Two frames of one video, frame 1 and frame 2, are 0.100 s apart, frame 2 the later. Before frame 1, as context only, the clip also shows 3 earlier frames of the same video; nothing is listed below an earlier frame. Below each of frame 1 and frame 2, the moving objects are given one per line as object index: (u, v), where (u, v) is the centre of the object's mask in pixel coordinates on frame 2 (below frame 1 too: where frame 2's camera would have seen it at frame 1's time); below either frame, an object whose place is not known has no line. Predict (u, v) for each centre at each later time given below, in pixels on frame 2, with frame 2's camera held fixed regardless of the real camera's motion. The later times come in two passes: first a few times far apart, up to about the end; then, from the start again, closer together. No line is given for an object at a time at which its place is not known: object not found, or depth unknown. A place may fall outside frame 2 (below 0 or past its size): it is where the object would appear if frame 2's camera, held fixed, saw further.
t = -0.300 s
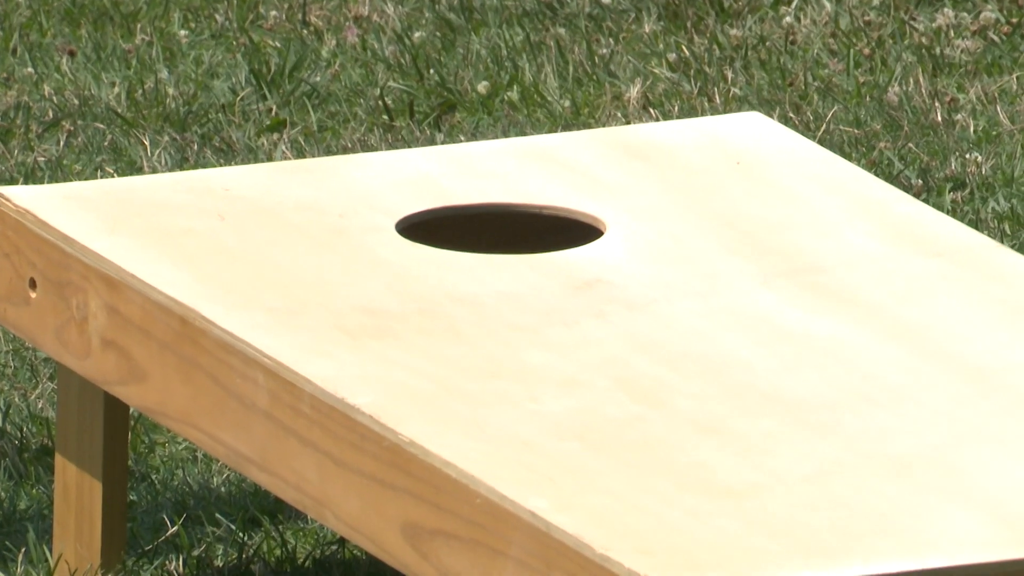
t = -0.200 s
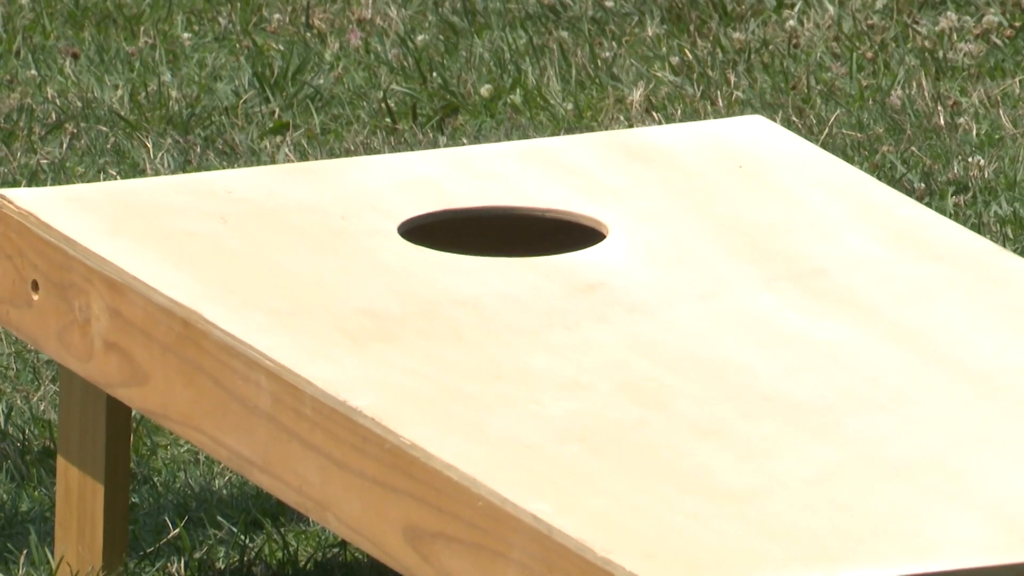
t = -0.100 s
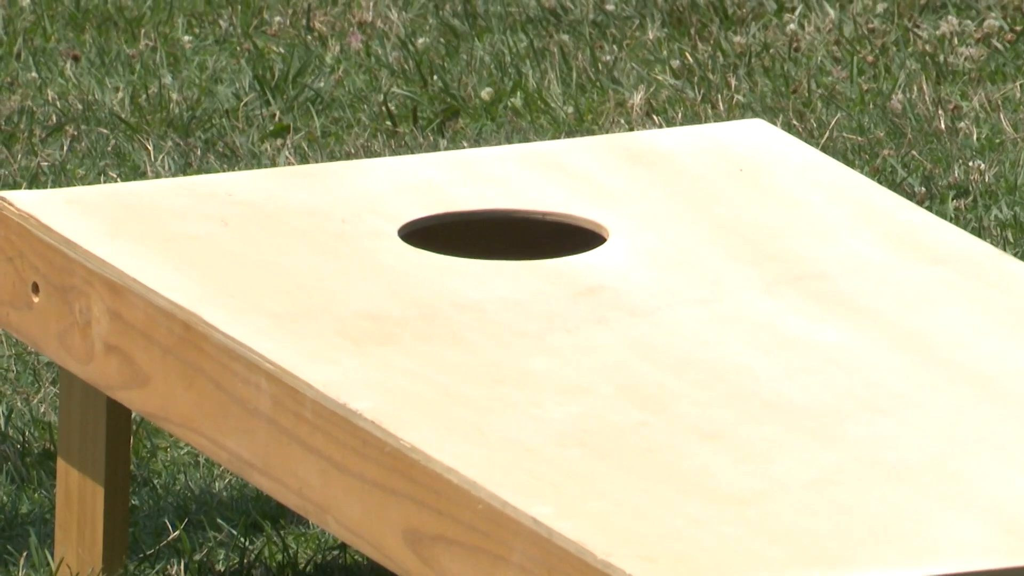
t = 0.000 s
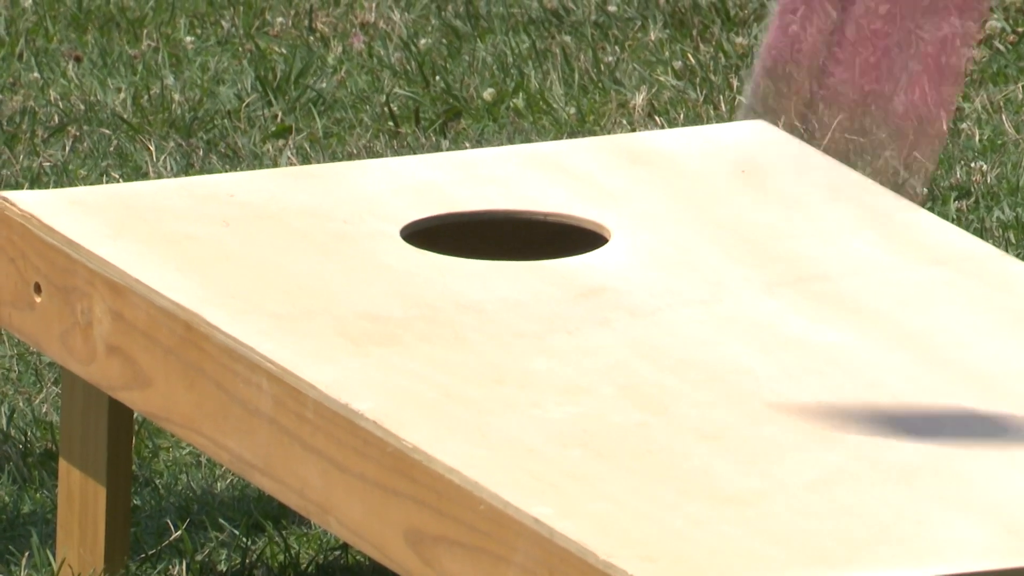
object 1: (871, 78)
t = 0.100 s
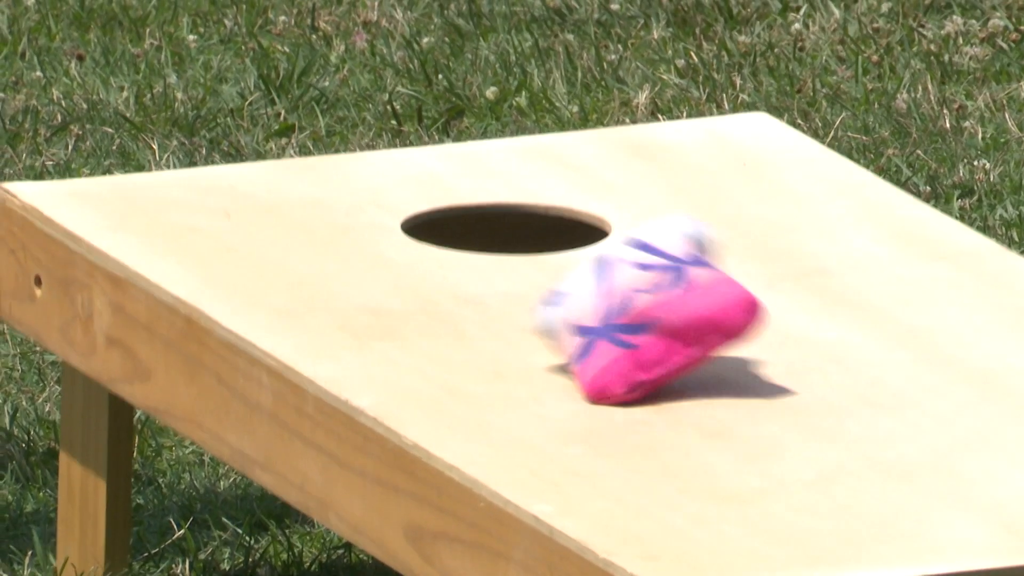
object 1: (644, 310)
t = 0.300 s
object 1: (430, 316)
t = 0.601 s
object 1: (424, 317)
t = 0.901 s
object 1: (424, 317)
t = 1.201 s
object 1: (424, 317)
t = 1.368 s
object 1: (424, 317)
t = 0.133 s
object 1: (599, 300)
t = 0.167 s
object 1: (551, 299)
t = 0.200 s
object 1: (508, 302)
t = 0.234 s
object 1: (473, 310)
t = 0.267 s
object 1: (445, 320)
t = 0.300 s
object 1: (430, 316)
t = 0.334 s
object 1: (424, 316)
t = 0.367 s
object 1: (423, 316)
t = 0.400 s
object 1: (423, 317)
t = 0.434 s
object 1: (424, 318)
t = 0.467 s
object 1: (424, 317)
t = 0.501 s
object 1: (424, 317)
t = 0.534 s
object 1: (424, 317)
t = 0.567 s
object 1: (424, 317)
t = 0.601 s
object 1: (424, 317)
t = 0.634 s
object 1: (424, 317)
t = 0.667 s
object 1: (424, 317)
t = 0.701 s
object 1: (424, 317)
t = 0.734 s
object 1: (424, 317)
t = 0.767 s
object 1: (424, 317)
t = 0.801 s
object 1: (424, 317)
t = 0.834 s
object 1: (424, 317)
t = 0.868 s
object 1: (424, 317)
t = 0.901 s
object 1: (424, 317)
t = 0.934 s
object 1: (424, 317)
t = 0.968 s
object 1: (424, 317)
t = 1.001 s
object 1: (424, 317)
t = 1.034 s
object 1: (424, 317)
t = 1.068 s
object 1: (424, 317)
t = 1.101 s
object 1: (424, 317)
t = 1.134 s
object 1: (424, 317)
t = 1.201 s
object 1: (424, 317)
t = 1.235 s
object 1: (424, 317)
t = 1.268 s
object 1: (424, 317)
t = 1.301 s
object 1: (424, 317)
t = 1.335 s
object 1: (424, 317)
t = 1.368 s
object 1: (424, 317)
